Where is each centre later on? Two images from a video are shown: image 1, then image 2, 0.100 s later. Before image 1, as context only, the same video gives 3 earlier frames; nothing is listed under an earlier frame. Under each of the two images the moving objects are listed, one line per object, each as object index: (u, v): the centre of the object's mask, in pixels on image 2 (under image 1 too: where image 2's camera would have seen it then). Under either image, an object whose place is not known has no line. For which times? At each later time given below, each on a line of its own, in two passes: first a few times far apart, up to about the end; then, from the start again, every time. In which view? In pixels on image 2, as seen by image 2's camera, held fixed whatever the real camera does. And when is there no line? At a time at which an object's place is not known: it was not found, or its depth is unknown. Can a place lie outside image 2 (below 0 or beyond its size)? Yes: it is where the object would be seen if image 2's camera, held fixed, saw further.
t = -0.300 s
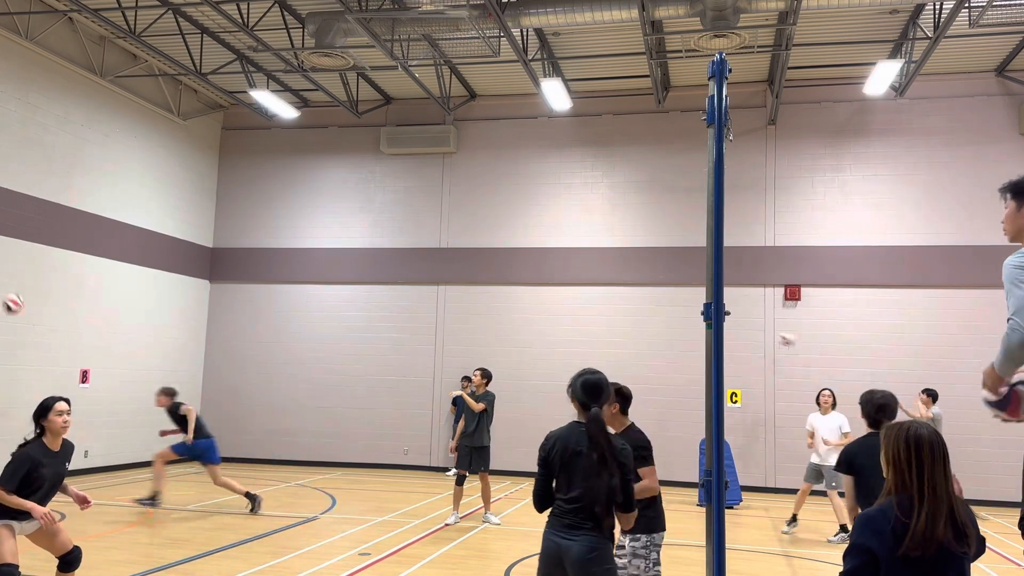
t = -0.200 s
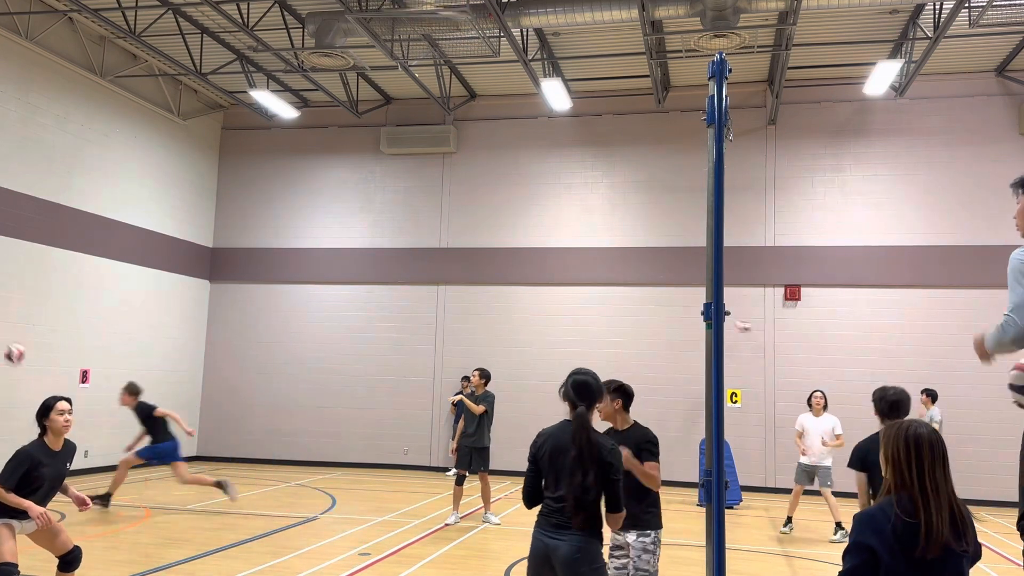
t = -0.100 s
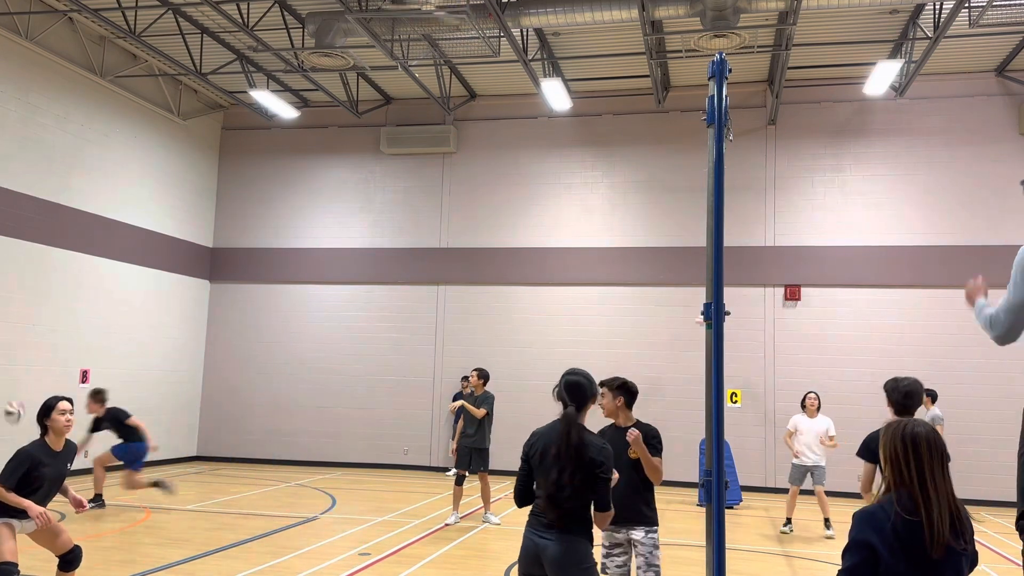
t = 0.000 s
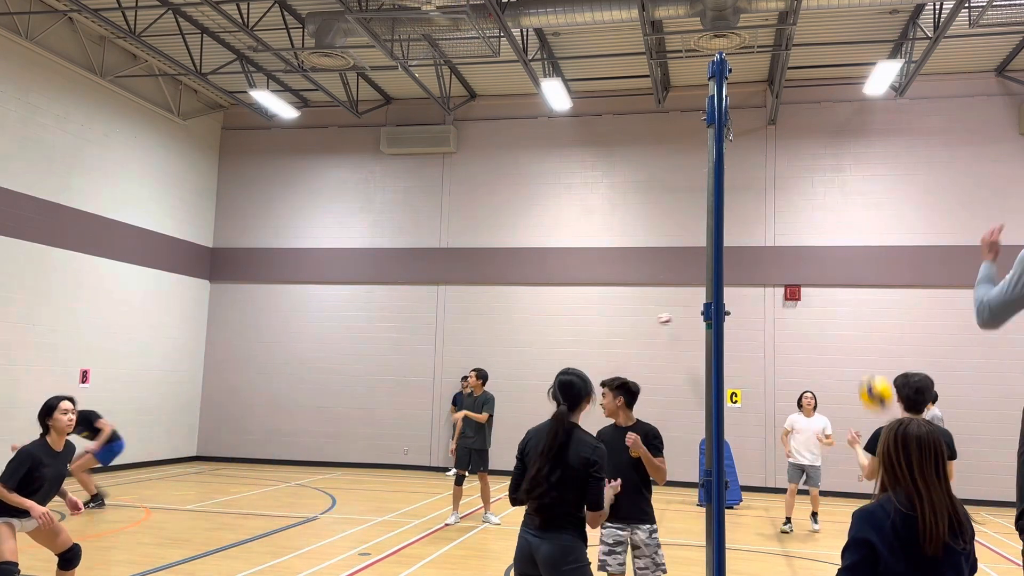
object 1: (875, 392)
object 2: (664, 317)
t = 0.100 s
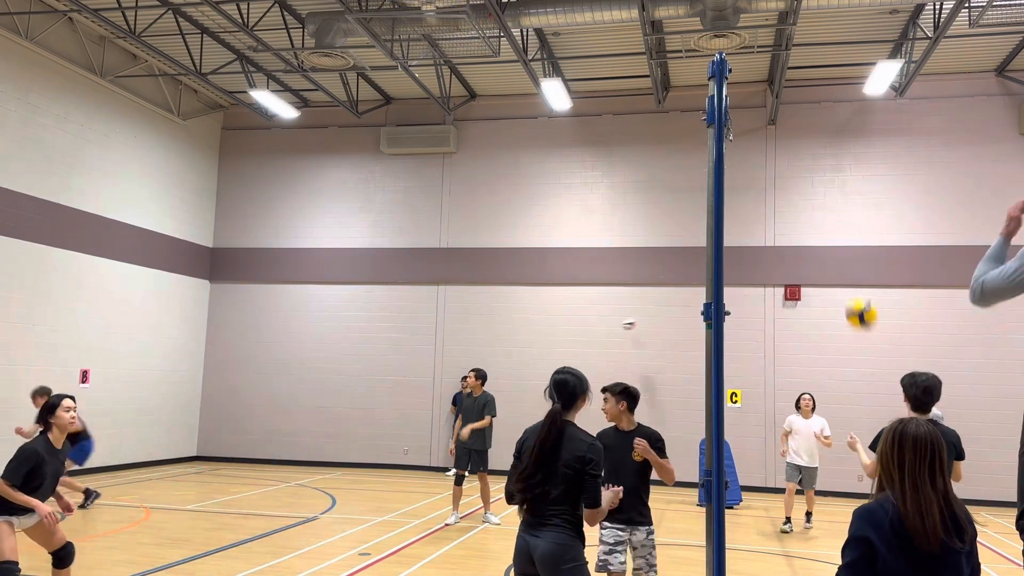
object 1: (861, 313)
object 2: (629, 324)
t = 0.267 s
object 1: (840, 231)
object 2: (572, 343)
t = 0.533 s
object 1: (816, 188)
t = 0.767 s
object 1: (799, 212)
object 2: (425, 459)
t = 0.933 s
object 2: (406, 417)
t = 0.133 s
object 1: (856, 292)
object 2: (617, 326)
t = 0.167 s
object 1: (852, 274)
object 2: (606, 330)
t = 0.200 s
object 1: (848, 259)
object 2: (594, 333)
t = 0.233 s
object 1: (844, 244)
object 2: (583, 338)
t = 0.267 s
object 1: (840, 231)
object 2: (572, 343)
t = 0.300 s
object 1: (837, 221)
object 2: (561, 349)
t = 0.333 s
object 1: (833, 212)
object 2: (550, 355)
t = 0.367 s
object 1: (830, 204)
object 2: (540, 362)
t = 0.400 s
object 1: (827, 198)
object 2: (529, 369)
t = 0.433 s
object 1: (824, 193)
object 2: (519, 377)
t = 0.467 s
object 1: (821, 190)
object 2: (508, 385)
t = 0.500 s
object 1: (818, 188)
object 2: (500, 392)
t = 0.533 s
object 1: (816, 188)
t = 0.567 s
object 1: (813, 188)
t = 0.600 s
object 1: (811, 190)
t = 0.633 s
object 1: (809, 192)
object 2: (456, 435)
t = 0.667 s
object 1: (806, 196)
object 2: (448, 445)
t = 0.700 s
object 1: (804, 201)
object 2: (438, 457)
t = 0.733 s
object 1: (801, 206)
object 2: (429, 469)
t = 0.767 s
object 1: (799, 212)
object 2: (425, 459)
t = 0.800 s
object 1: (796, 220)
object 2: (421, 449)
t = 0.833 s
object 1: (795, 228)
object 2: (417, 439)
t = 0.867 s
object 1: (792, 237)
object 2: (413, 431)
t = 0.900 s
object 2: (409, 424)
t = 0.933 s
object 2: (406, 417)
